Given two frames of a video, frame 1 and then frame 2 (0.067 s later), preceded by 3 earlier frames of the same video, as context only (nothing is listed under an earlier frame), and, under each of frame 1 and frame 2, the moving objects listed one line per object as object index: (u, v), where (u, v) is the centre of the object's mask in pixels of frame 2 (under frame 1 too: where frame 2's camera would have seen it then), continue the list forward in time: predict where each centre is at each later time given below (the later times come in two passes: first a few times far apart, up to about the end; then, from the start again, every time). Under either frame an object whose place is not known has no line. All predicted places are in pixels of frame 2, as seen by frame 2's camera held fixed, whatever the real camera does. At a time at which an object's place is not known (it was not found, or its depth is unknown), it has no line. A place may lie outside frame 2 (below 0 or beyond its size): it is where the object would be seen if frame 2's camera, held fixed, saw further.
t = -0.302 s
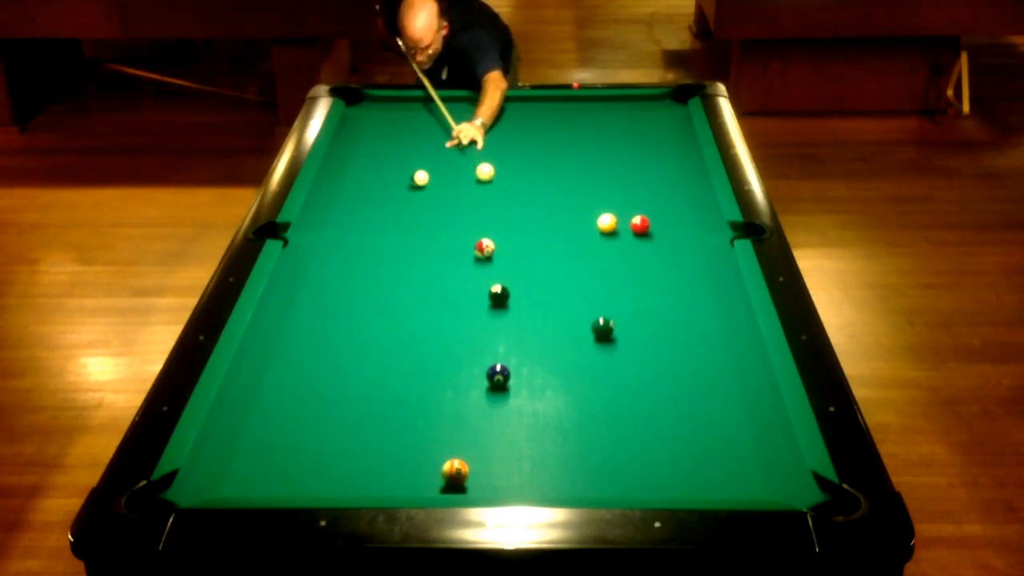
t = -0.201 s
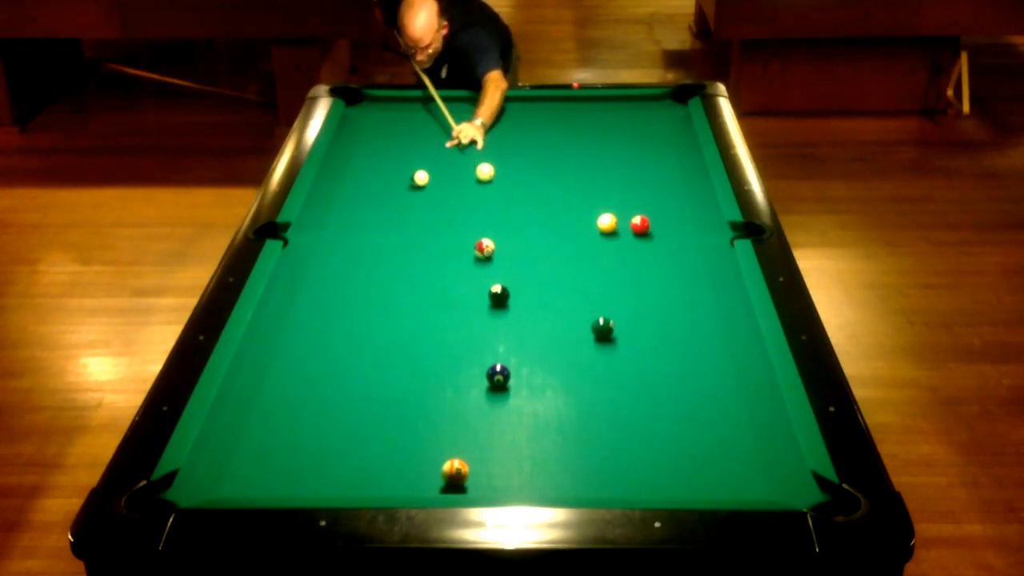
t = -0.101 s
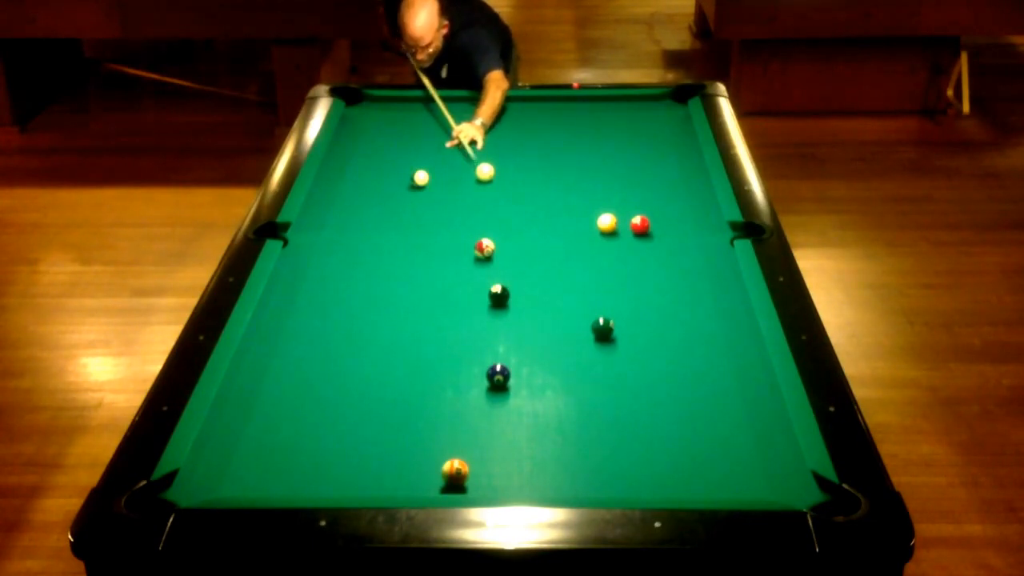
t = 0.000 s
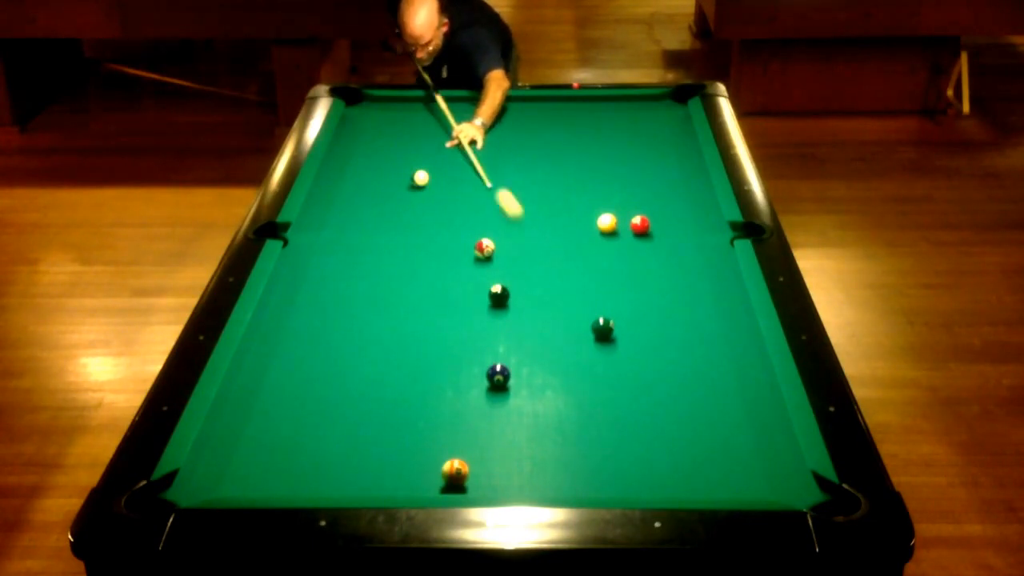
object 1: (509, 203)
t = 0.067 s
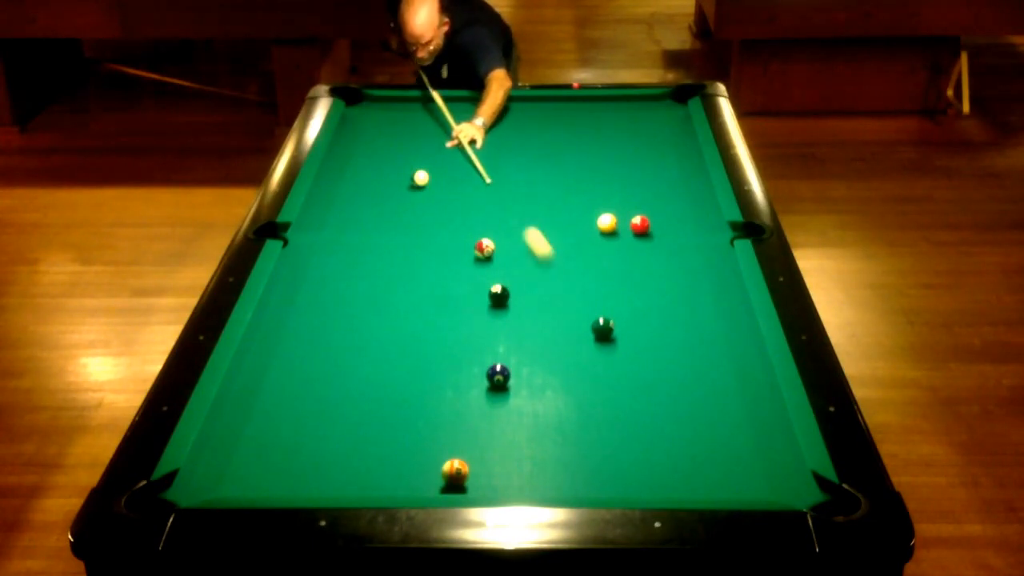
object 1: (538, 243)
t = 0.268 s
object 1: (572, 323)
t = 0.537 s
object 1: (525, 336)
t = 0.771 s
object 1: (484, 348)
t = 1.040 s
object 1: (437, 361)
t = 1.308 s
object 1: (391, 374)
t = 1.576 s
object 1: (346, 387)
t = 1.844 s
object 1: (302, 400)
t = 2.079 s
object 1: (264, 411)
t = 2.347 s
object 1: (221, 423)
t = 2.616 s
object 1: (228, 428)
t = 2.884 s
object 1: (243, 431)
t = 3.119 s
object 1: (254, 433)
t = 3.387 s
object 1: (265, 435)
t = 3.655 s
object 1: (274, 436)
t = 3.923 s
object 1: (281, 437)
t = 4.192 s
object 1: (285, 437)
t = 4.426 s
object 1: (285, 438)
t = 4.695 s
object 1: (285, 438)
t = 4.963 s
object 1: (285, 439)
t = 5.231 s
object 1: (285, 439)
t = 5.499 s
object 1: (284, 439)
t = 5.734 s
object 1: (284, 439)
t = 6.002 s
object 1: (284, 439)
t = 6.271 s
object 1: (285, 439)
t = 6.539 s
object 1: (284, 439)
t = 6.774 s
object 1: (284, 439)
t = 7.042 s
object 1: (284, 439)
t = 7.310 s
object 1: (284, 439)
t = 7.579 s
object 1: (284, 439)
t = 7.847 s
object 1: (284, 439)
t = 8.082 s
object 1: (284, 439)
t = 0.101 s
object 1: (553, 264)
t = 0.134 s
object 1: (570, 287)
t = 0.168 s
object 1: (585, 309)
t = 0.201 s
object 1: (585, 319)
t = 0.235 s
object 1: (578, 321)
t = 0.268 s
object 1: (572, 323)
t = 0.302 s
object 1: (566, 325)
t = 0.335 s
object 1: (560, 326)
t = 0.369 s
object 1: (554, 328)
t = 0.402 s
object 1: (549, 330)
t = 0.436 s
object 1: (543, 332)
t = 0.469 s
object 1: (537, 333)
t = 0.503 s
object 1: (531, 335)
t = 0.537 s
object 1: (525, 336)
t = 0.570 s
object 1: (519, 338)
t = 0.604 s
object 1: (513, 340)
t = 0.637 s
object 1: (507, 341)
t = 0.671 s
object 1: (501, 344)
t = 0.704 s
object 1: (495, 345)
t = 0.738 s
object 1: (490, 347)
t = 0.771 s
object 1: (484, 348)
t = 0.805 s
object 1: (478, 350)
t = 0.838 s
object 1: (472, 351)
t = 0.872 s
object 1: (466, 353)
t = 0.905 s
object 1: (460, 355)
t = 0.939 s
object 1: (455, 357)
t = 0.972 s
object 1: (449, 358)
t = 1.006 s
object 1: (443, 360)
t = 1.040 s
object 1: (437, 361)
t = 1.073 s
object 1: (431, 363)
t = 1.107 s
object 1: (426, 365)
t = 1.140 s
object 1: (420, 366)
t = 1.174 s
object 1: (414, 368)
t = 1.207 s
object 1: (408, 369)
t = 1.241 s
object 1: (403, 371)
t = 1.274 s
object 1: (397, 373)
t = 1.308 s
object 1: (391, 374)
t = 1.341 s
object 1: (386, 376)
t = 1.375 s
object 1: (380, 378)
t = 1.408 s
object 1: (374, 379)
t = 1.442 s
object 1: (369, 381)
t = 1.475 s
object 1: (363, 382)
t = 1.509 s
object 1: (358, 384)
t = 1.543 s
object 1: (352, 386)
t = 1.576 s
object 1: (346, 387)
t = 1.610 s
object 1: (340, 389)
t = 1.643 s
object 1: (335, 391)
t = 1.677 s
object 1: (329, 392)
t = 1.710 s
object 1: (324, 394)
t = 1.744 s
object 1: (318, 395)
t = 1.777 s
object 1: (313, 397)
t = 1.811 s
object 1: (307, 399)
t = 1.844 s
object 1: (302, 400)
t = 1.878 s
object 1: (296, 402)
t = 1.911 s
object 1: (291, 403)
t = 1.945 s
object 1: (285, 405)
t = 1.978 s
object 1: (280, 406)
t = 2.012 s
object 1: (274, 408)
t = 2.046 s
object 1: (269, 410)
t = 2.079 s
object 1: (264, 411)
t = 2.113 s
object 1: (259, 413)
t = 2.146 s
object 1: (253, 414)
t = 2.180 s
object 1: (248, 416)
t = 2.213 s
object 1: (243, 417)
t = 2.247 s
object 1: (237, 419)
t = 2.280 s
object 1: (232, 420)
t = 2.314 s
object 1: (227, 422)
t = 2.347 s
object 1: (221, 423)
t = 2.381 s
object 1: (216, 425)
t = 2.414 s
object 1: (215, 426)
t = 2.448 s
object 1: (217, 427)
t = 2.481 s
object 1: (220, 427)
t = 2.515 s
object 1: (222, 427)
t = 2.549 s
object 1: (224, 428)
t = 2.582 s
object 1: (226, 428)
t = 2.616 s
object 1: (228, 428)
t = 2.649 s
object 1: (230, 429)
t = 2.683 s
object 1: (232, 429)
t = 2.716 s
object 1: (234, 430)
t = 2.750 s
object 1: (236, 430)
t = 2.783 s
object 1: (238, 430)
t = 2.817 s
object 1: (239, 430)
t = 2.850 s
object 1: (241, 431)
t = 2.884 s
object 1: (243, 431)
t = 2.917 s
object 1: (245, 431)
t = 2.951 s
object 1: (246, 432)
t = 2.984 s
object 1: (248, 432)
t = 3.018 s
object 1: (250, 432)
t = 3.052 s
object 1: (251, 433)
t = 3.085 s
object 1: (253, 433)
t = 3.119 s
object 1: (254, 433)
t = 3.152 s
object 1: (256, 433)
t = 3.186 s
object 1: (257, 434)
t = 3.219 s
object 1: (258, 434)
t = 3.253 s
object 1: (260, 434)
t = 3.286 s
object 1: (261, 434)
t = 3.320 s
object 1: (263, 434)
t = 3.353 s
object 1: (264, 434)
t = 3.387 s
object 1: (265, 435)
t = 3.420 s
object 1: (267, 435)
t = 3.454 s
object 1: (268, 435)
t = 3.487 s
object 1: (269, 435)
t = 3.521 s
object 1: (270, 435)
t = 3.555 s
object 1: (271, 435)
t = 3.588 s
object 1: (272, 436)
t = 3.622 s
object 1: (273, 436)
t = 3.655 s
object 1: (274, 436)
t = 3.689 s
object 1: (275, 436)
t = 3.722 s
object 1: (276, 436)
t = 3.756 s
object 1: (277, 436)
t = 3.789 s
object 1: (278, 436)
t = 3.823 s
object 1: (279, 436)
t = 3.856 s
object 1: (279, 436)
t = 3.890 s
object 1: (280, 436)
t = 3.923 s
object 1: (281, 437)
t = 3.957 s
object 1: (281, 437)
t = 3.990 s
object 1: (282, 437)
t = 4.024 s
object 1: (283, 437)
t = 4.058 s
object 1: (283, 437)
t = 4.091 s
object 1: (284, 437)
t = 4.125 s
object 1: (284, 437)
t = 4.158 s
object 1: (284, 437)
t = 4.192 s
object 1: (285, 437)
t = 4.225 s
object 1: (285, 438)
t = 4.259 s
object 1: (285, 438)
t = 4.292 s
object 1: (285, 438)
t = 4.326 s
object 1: (285, 438)
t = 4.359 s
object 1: (285, 438)
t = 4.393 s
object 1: (285, 438)
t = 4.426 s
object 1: (285, 438)
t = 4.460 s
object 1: (285, 438)
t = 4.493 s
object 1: (285, 438)
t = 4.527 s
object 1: (285, 438)
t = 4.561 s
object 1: (285, 438)
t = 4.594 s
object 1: (285, 438)
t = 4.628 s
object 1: (285, 438)
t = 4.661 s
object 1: (285, 438)
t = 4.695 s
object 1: (285, 438)
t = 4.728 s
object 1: (285, 438)
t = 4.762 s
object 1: (285, 438)
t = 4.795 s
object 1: (285, 438)
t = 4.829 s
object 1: (285, 438)
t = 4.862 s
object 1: (285, 438)
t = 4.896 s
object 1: (285, 439)
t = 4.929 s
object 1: (285, 439)
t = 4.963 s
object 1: (285, 439)
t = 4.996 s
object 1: (285, 439)
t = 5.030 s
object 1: (285, 439)
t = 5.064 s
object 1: (285, 439)
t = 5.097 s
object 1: (285, 439)
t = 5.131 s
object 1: (285, 439)
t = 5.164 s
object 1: (285, 439)
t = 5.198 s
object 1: (285, 439)
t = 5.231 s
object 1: (285, 439)
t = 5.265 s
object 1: (285, 439)
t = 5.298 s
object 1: (285, 439)
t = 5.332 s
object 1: (285, 439)
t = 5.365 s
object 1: (285, 439)
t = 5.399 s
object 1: (285, 439)
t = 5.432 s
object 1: (284, 439)
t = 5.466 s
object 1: (284, 439)
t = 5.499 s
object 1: (284, 439)
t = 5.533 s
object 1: (284, 439)
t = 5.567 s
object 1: (284, 439)
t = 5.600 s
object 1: (284, 439)
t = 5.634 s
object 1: (284, 439)
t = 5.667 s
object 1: (284, 439)
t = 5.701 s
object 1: (284, 439)
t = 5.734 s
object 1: (284, 439)
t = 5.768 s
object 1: (284, 439)
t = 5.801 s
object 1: (284, 439)
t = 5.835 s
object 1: (284, 439)
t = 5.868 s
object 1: (284, 439)
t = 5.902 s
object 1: (284, 439)
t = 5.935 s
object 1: (284, 439)
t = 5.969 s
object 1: (284, 439)
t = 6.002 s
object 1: (284, 439)
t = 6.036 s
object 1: (284, 439)
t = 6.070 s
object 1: (285, 439)
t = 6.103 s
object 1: (285, 439)
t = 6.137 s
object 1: (285, 439)
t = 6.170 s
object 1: (285, 439)
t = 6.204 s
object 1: (285, 439)
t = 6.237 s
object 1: (285, 439)
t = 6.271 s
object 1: (285, 439)
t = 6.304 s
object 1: (285, 439)
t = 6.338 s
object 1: (285, 439)
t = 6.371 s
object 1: (285, 439)
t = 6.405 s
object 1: (285, 439)
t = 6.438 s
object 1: (285, 439)
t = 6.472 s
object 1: (284, 439)
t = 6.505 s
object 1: (284, 439)
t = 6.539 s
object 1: (284, 439)
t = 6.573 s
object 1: (284, 439)
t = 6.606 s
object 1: (284, 439)
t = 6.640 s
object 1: (284, 439)
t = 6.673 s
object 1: (284, 439)
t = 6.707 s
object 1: (284, 439)
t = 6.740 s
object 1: (284, 439)
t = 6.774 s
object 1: (284, 439)
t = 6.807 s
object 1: (284, 439)
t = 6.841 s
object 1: (284, 439)
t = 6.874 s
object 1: (284, 439)
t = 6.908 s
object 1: (284, 439)
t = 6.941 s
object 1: (284, 439)
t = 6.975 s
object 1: (284, 439)
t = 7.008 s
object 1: (284, 439)
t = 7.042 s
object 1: (284, 439)
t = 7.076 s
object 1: (284, 439)
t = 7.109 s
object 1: (284, 439)
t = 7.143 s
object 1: (284, 439)
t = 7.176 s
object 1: (284, 439)
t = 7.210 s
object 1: (284, 439)
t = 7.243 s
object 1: (284, 439)
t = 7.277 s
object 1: (284, 439)
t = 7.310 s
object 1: (284, 439)
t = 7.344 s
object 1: (284, 439)
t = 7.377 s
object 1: (284, 439)
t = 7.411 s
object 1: (284, 439)
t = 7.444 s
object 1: (284, 439)
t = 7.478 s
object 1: (284, 439)
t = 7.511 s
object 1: (284, 439)
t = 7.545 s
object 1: (284, 439)
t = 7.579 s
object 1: (284, 439)
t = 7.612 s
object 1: (284, 439)
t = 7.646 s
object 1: (284, 439)
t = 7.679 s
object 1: (284, 439)
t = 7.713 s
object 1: (284, 439)
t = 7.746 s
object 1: (284, 439)
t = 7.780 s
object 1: (284, 439)
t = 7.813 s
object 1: (284, 439)
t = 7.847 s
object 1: (284, 439)
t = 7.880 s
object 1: (284, 439)
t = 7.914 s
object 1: (284, 439)
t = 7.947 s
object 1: (284, 439)
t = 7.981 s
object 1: (284, 439)
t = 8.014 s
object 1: (284, 439)
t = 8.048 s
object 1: (284, 439)
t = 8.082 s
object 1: (284, 439)
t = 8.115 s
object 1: (284, 439)
